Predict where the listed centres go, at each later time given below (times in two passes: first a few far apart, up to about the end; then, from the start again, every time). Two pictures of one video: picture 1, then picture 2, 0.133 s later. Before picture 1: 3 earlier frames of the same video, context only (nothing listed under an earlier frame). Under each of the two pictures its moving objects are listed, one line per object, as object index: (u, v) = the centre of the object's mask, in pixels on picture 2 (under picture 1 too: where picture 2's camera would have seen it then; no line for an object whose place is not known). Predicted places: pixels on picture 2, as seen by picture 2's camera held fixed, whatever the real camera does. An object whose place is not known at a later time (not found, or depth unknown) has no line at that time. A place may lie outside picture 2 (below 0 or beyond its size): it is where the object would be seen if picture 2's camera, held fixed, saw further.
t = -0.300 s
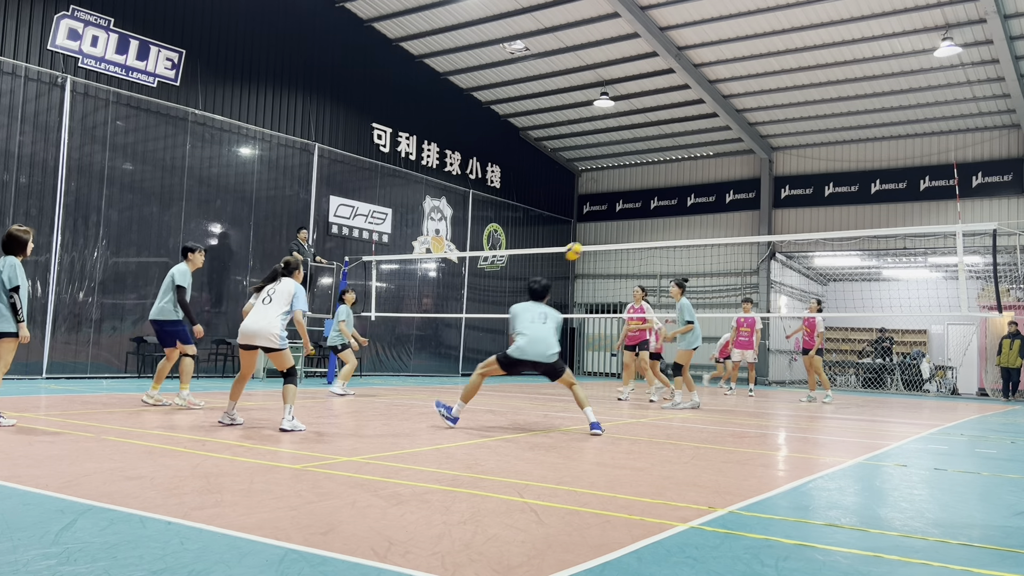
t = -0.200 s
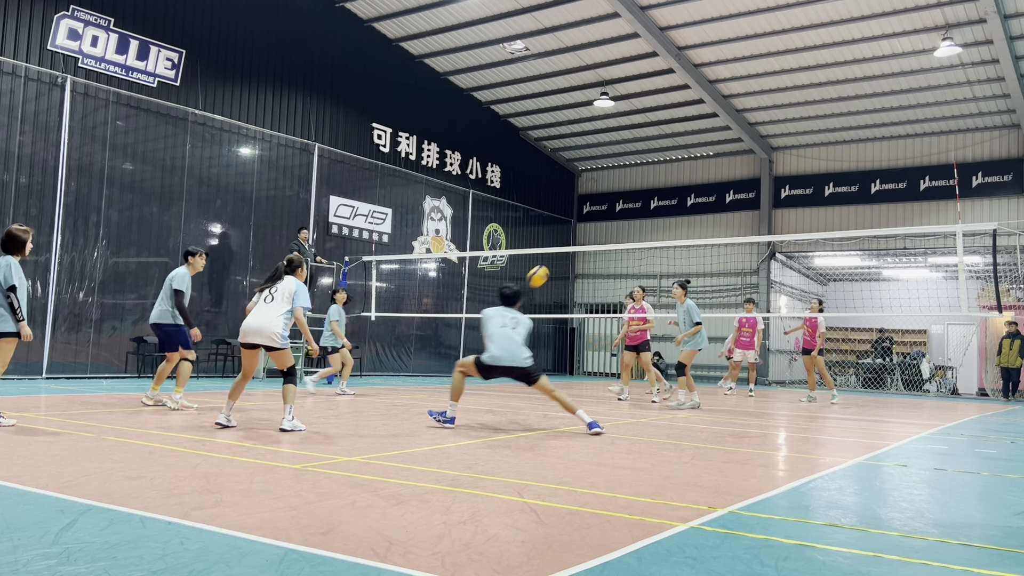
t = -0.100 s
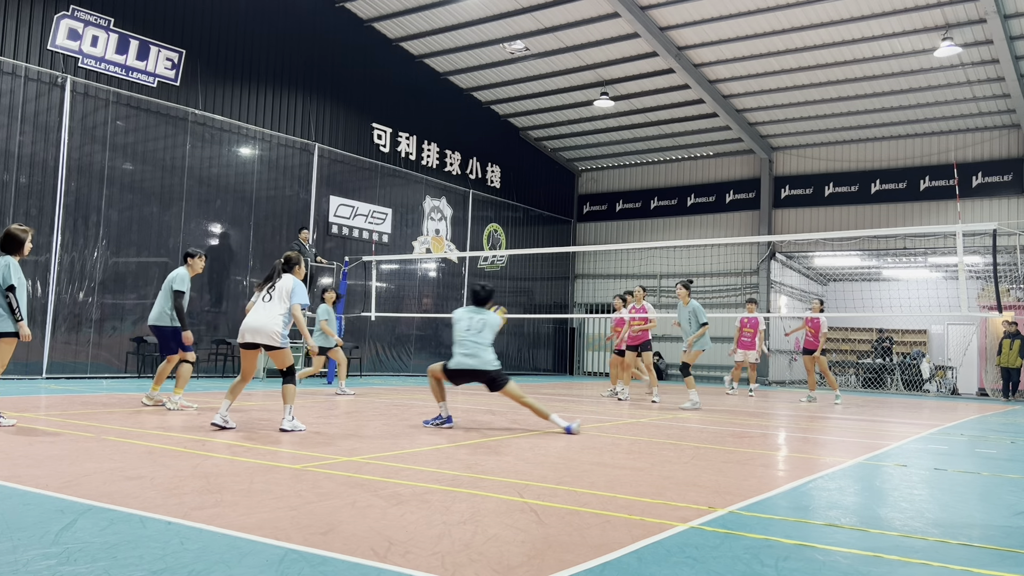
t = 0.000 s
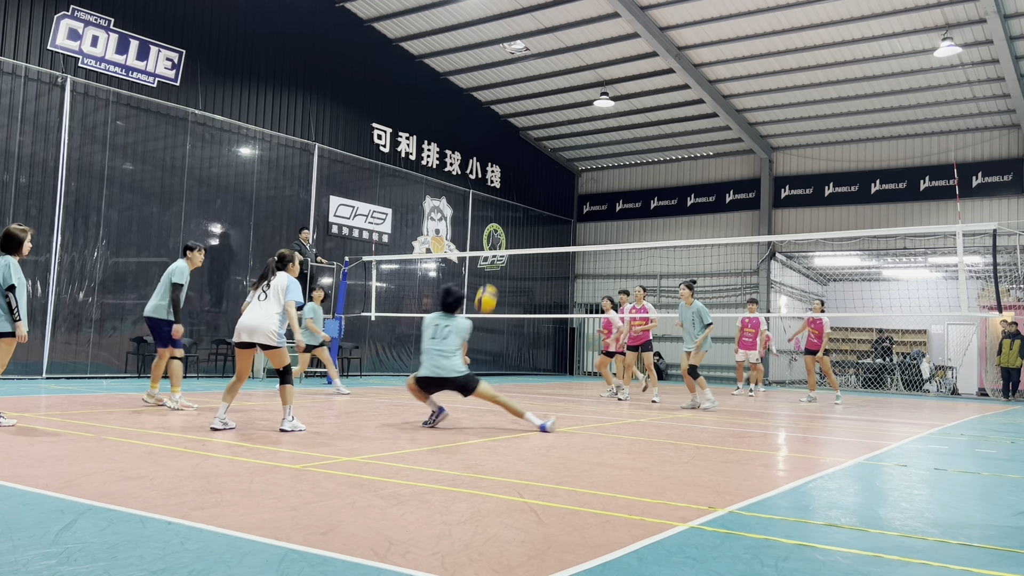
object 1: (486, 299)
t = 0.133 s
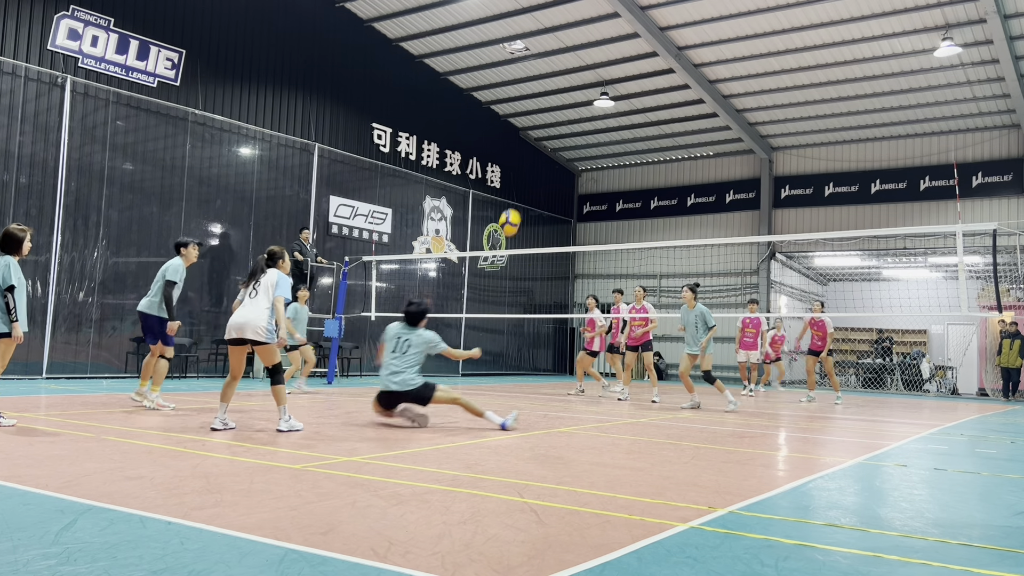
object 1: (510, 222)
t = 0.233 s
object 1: (526, 178)
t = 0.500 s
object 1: (566, 114)
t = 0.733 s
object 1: (596, 111)
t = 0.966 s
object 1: (622, 153)
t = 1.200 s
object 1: (647, 233)
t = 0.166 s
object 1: (515, 206)
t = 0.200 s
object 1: (520, 192)
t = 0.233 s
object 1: (526, 178)
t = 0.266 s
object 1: (531, 167)
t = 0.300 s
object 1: (536, 156)
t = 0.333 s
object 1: (541, 146)
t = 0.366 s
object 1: (546, 137)
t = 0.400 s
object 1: (551, 130)
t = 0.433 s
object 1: (556, 124)
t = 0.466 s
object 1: (561, 118)
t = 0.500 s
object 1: (566, 114)
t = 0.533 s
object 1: (570, 110)
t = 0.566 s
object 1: (575, 108)
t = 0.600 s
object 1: (579, 107)
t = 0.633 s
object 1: (583, 107)
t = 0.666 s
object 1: (588, 107)
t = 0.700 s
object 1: (592, 109)
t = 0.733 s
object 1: (596, 111)
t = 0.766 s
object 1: (600, 115)
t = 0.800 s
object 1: (604, 119)
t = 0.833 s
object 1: (608, 124)
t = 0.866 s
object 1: (612, 130)
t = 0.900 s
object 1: (615, 137)
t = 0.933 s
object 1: (619, 145)
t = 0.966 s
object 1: (622, 153)
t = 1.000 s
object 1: (626, 162)
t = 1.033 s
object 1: (630, 173)
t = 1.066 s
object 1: (633, 184)
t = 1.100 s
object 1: (637, 196)
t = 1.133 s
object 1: (640, 208)
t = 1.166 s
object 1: (643, 221)
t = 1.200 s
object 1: (647, 233)
